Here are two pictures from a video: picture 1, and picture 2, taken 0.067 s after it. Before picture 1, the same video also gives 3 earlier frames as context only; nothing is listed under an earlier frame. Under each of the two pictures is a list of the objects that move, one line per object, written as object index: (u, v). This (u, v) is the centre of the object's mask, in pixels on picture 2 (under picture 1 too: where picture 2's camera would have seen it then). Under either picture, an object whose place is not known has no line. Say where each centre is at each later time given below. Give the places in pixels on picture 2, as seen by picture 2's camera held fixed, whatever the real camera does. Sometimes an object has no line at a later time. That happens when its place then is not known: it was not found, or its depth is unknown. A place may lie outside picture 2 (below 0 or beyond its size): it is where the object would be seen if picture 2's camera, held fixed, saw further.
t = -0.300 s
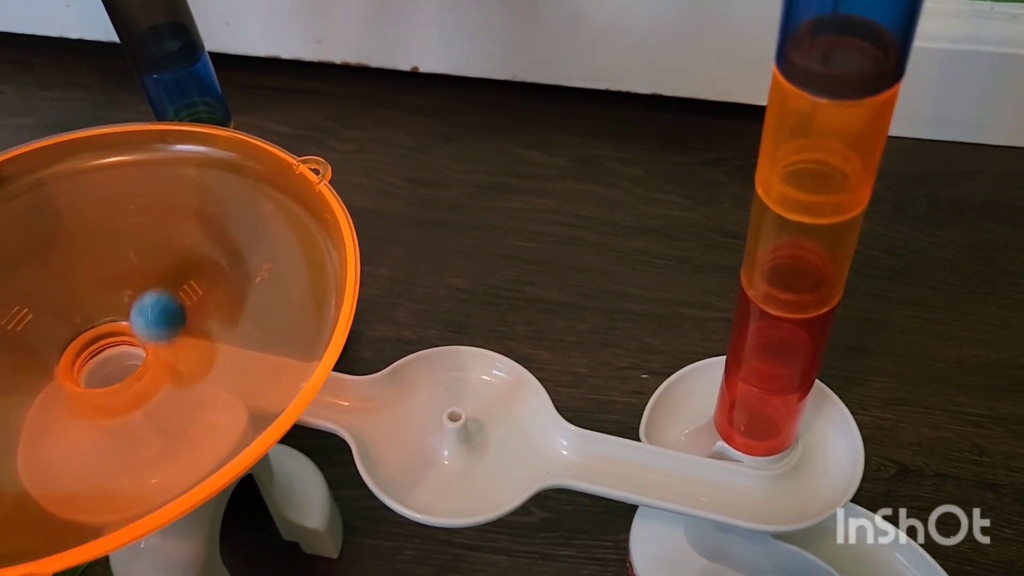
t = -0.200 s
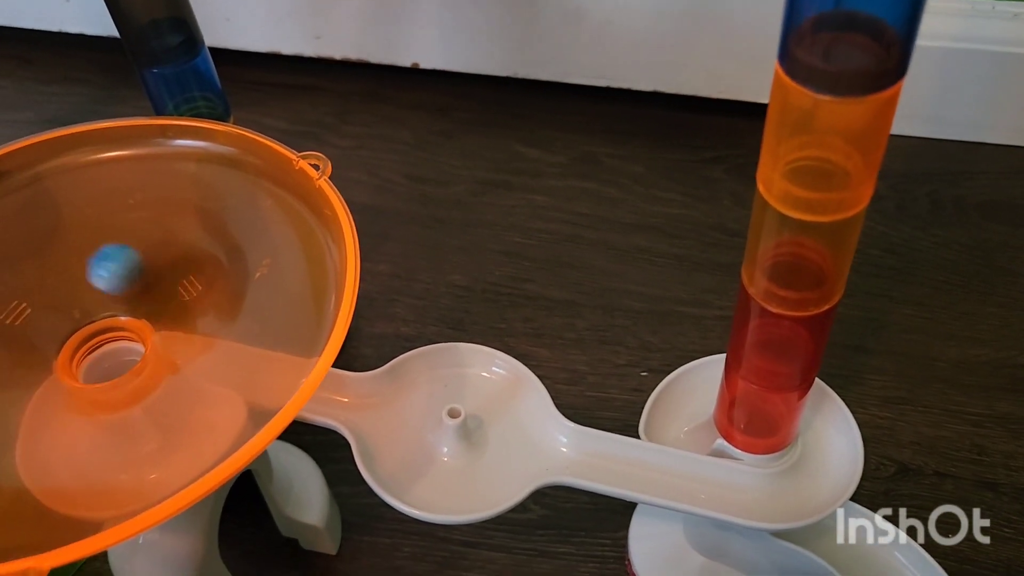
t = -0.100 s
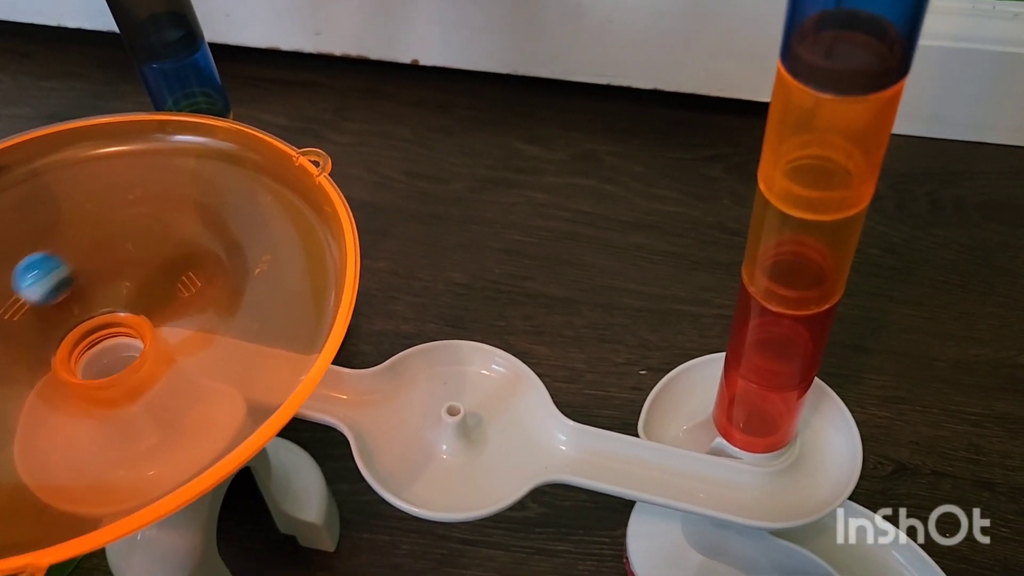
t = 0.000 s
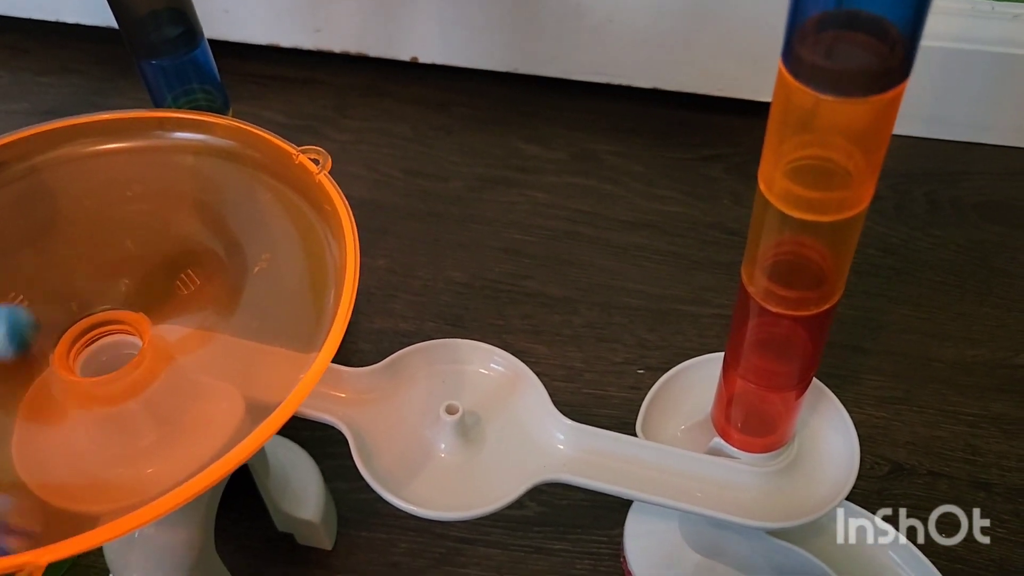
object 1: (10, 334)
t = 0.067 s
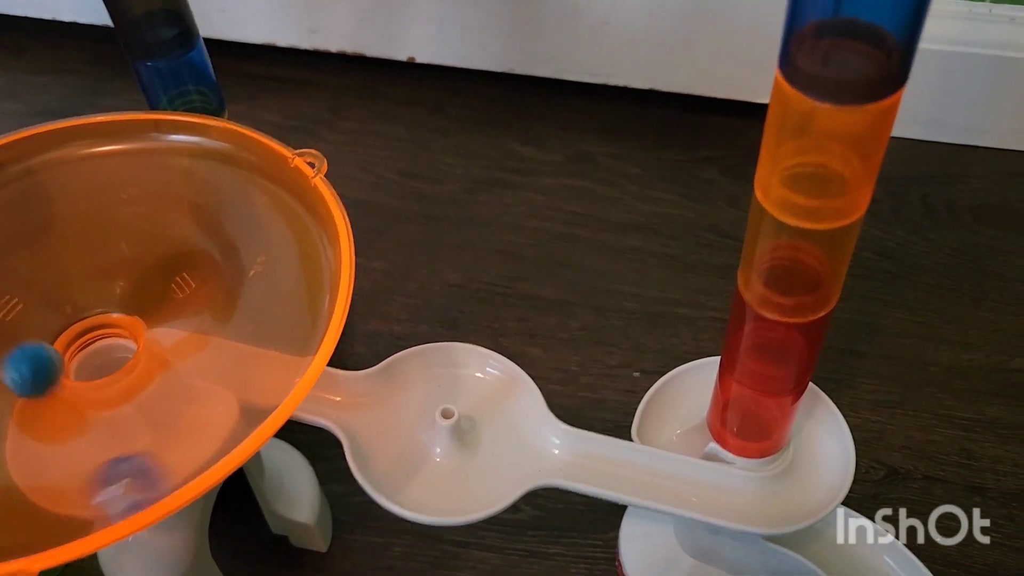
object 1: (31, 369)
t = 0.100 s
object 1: (60, 375)
